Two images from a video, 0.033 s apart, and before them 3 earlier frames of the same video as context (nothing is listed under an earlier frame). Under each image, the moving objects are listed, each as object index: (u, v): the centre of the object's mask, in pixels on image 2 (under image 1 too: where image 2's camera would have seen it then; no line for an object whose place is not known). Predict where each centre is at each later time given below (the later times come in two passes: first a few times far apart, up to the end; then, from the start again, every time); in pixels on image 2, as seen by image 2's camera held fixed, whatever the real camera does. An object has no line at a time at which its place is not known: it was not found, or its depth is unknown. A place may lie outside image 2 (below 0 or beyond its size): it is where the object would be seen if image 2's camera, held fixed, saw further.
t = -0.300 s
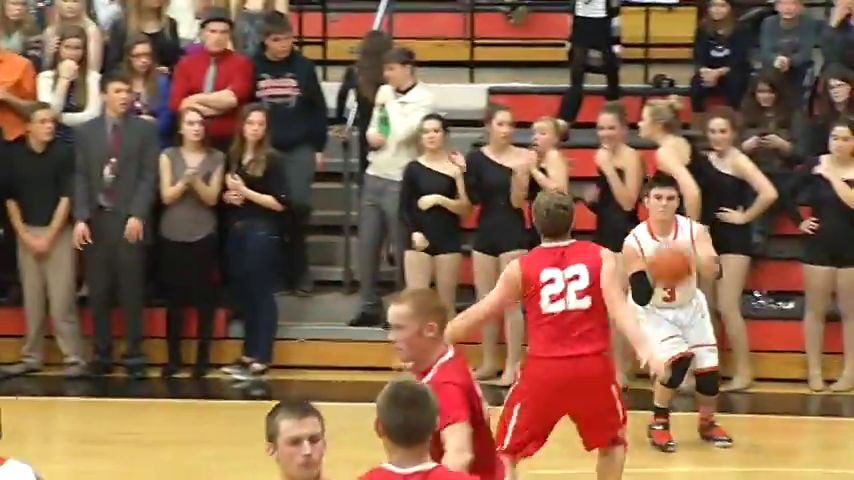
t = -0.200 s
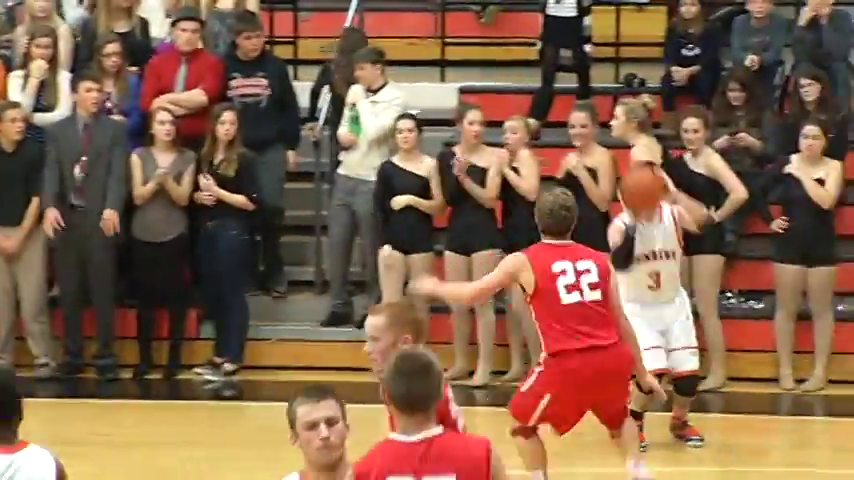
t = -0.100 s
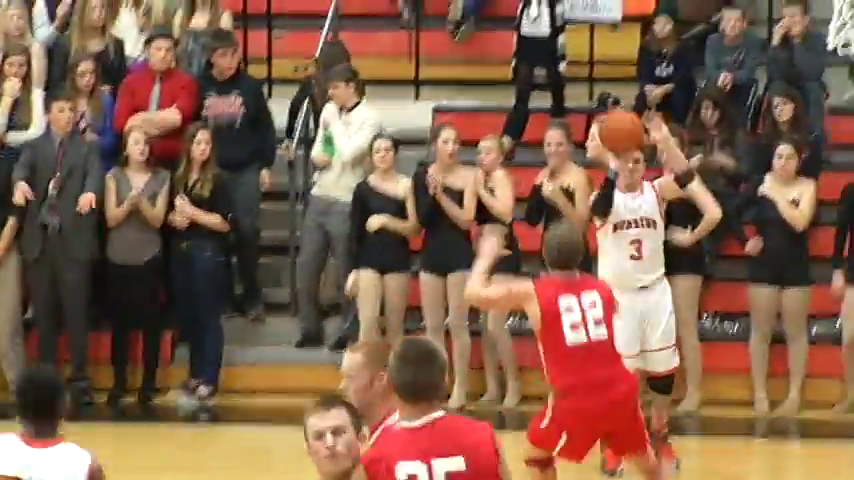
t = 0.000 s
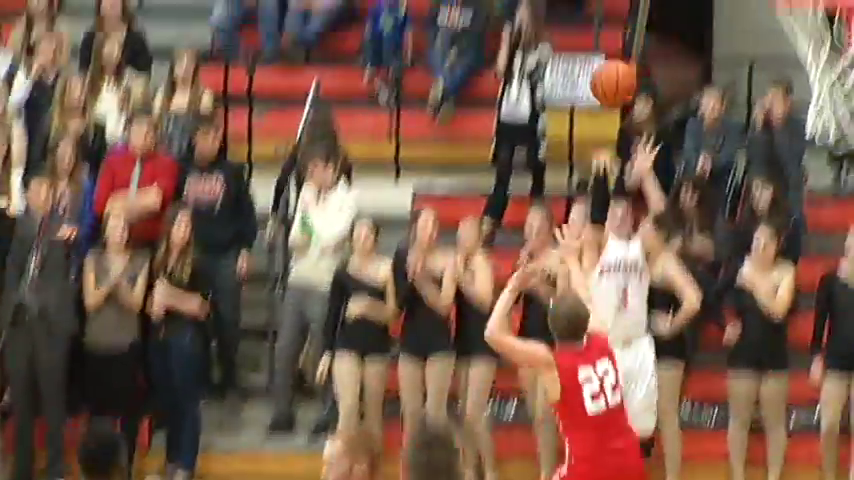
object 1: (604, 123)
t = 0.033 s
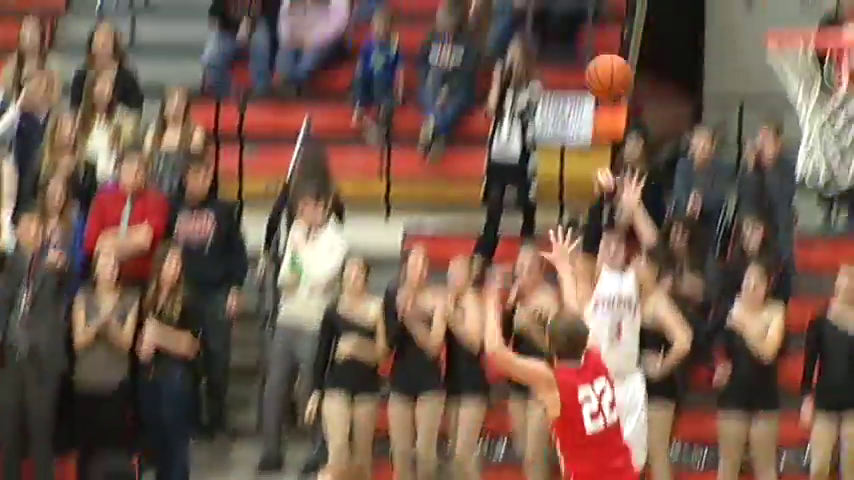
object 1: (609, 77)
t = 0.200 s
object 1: (637, -134)
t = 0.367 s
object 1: (669, -306)
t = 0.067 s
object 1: (613, 32)
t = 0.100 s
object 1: (619, -11)
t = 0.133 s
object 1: (625, -53)
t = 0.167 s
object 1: (631, -95)
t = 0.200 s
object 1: (637, -134)
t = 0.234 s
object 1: (643, -172)
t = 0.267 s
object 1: (650, -208)
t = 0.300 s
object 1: (656, -243)
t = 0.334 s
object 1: (662, -273)
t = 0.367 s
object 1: (669, -306)
